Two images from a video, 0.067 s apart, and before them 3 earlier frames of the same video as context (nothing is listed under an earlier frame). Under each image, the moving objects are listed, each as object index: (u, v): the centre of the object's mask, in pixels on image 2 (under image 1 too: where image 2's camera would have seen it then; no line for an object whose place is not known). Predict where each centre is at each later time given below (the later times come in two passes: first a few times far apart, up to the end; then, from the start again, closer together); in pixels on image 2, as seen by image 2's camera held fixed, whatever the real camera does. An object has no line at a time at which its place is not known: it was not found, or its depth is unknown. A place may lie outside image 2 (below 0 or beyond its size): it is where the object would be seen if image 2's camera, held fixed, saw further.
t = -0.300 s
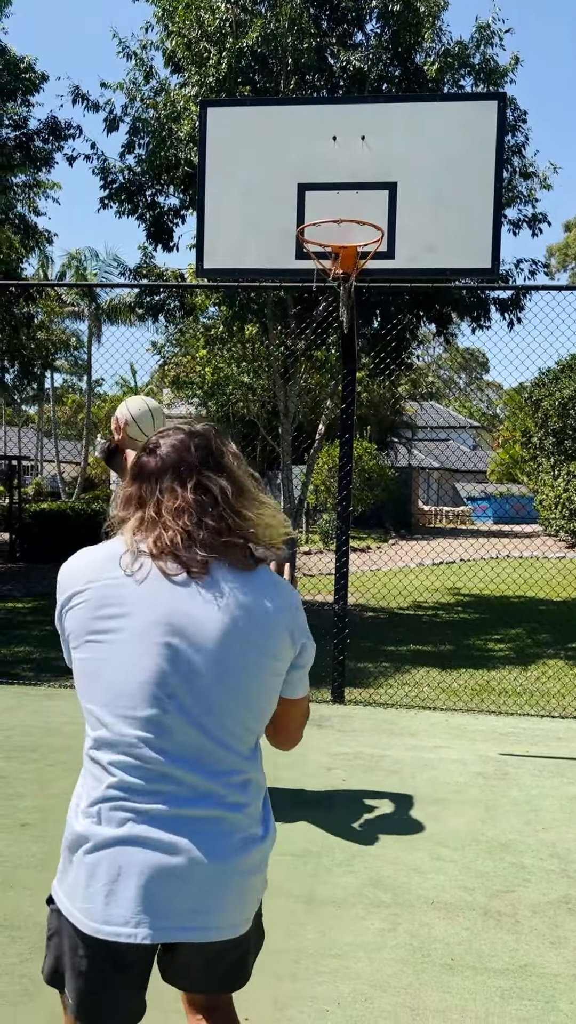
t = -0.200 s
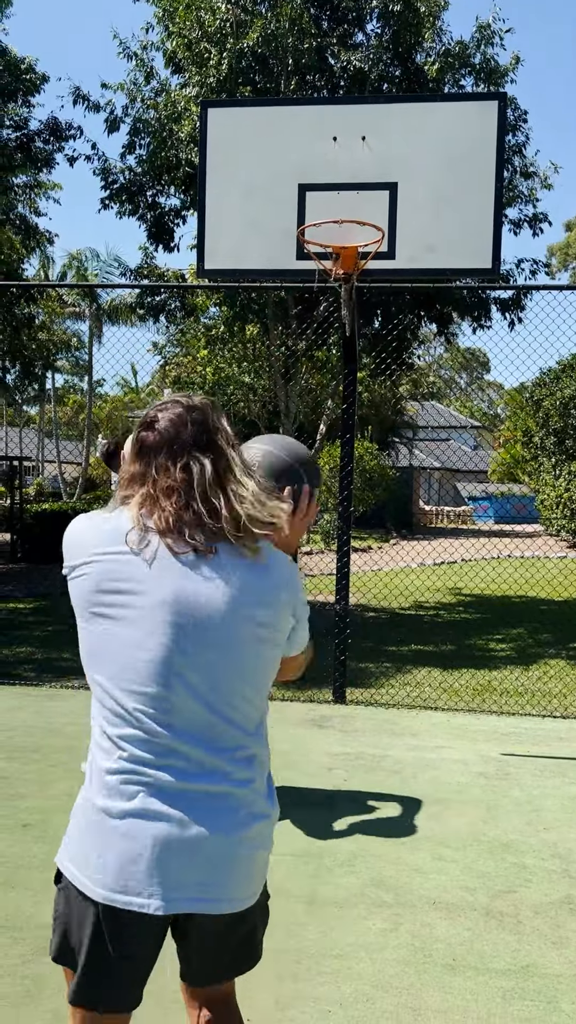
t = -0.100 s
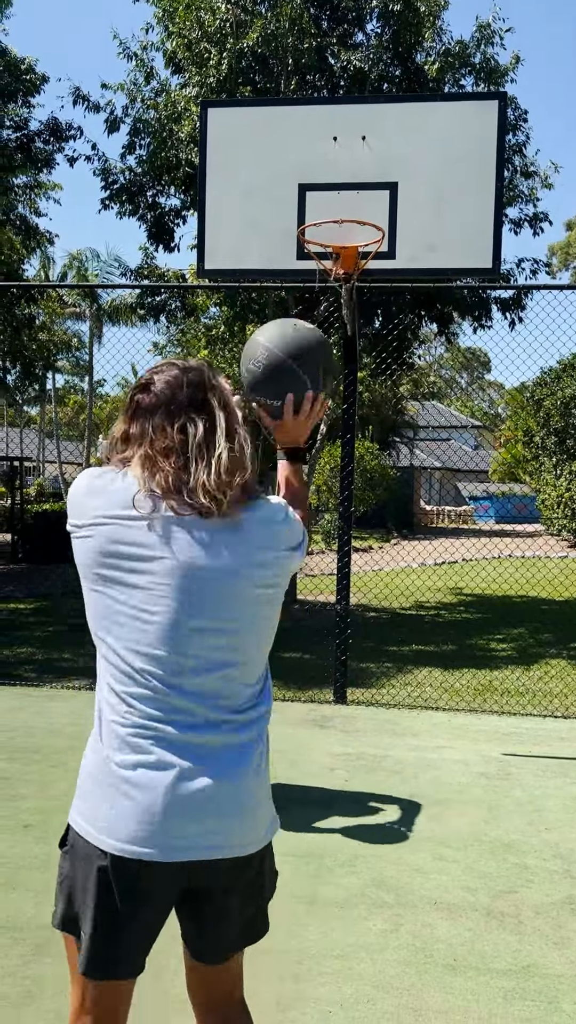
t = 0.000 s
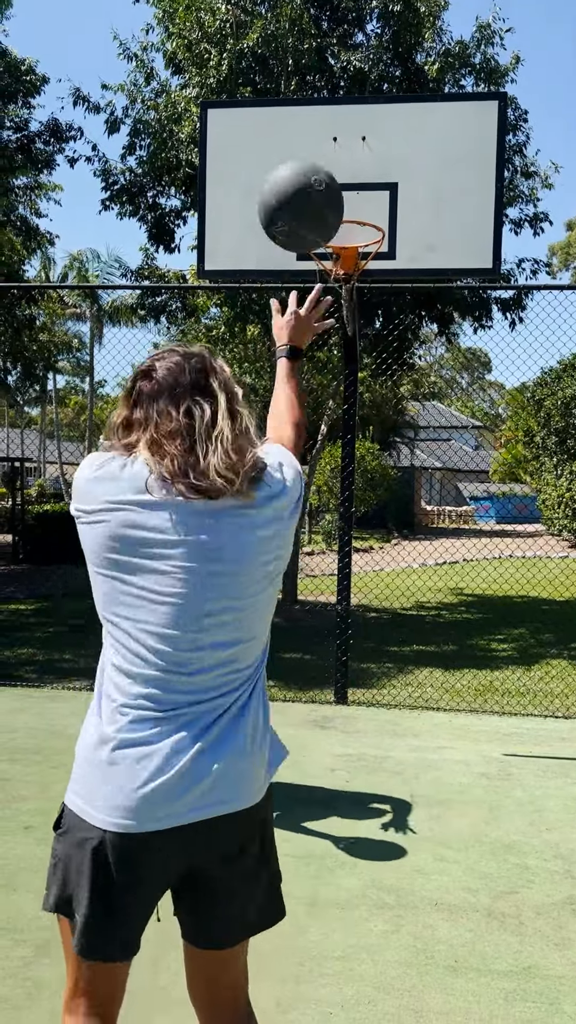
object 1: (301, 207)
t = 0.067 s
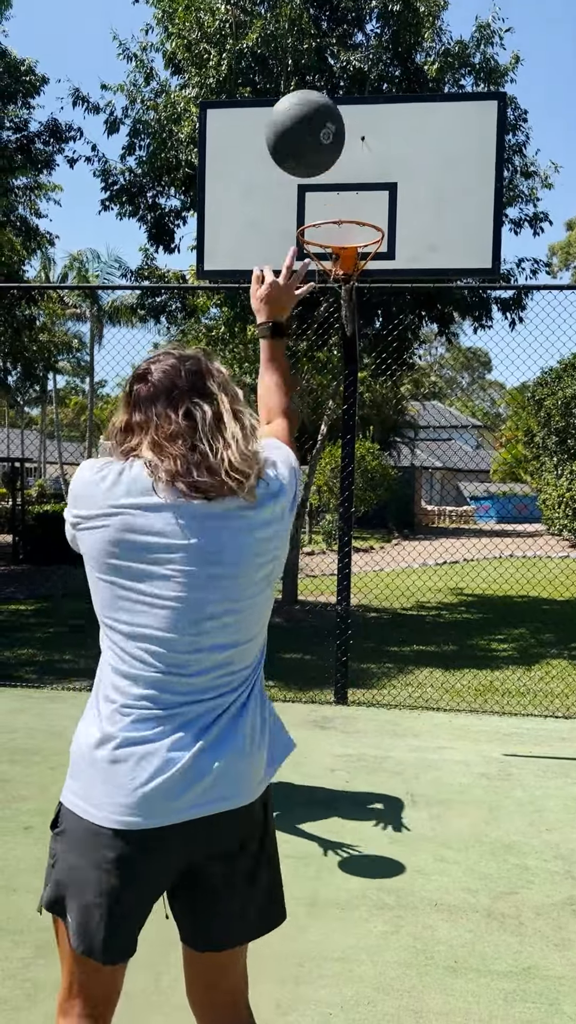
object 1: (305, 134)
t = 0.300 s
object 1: (315, 48)
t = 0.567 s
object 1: (321, 120)
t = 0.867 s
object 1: (354, 266)
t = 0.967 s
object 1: (389, 309)
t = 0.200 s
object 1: (311, 60)
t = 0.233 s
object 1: (313, 52)
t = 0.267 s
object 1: (314, 50)
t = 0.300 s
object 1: (315, 48)
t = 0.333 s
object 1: (316, 50)
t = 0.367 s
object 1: (317, 54)
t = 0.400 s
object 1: (318, 60)
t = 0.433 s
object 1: (318, 68)
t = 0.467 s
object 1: (319, 78)
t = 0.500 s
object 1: (320, 91)
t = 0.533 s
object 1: (321, 105)
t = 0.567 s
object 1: (321, 120)
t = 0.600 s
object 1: (322, 138)
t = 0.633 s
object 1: (322, 157)
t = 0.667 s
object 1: (322, 176)
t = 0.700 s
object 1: (322, 197)
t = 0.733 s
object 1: (323, 215)
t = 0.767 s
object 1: (325, 234)
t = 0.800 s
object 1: (329, 245)
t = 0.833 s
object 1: (342, 256)
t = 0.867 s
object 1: (354, 266)
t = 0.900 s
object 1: (365, 281)
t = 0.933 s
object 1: (377, 293)
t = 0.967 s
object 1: (389, 309)
